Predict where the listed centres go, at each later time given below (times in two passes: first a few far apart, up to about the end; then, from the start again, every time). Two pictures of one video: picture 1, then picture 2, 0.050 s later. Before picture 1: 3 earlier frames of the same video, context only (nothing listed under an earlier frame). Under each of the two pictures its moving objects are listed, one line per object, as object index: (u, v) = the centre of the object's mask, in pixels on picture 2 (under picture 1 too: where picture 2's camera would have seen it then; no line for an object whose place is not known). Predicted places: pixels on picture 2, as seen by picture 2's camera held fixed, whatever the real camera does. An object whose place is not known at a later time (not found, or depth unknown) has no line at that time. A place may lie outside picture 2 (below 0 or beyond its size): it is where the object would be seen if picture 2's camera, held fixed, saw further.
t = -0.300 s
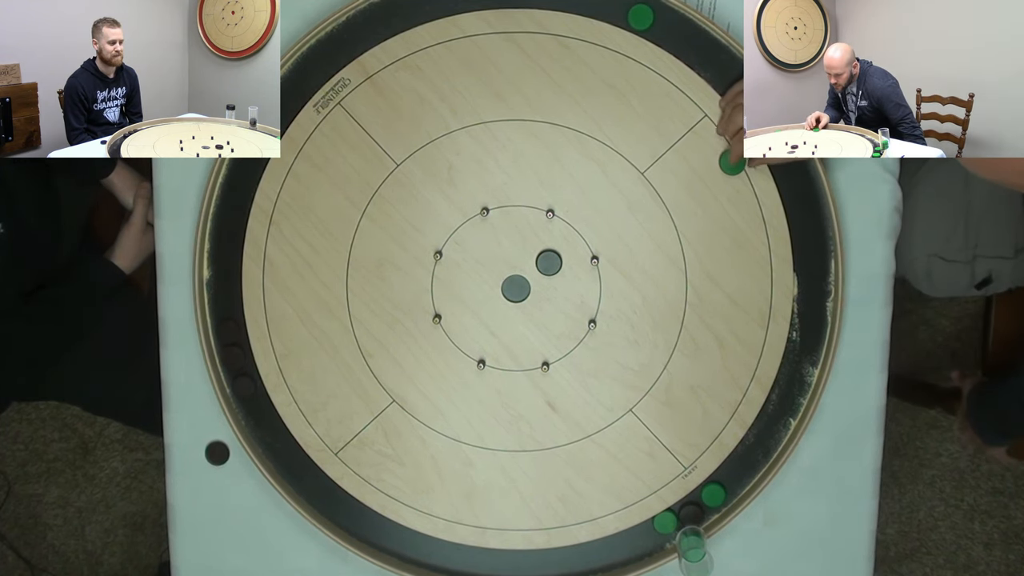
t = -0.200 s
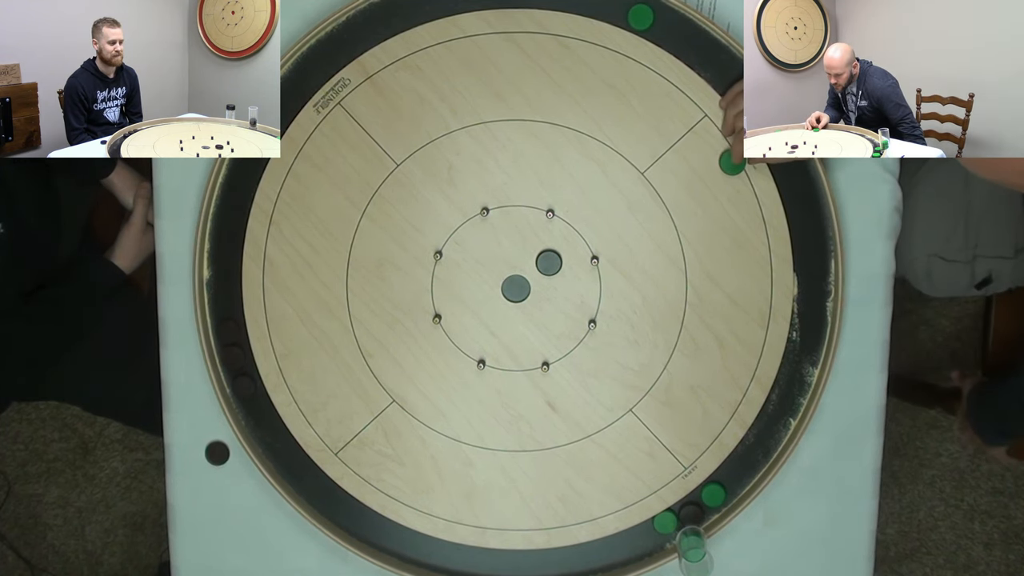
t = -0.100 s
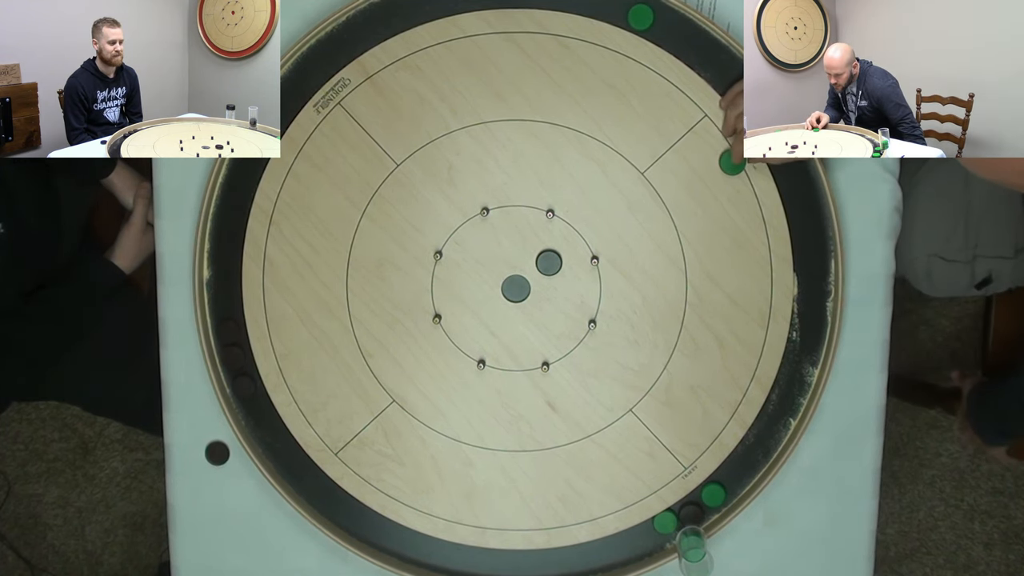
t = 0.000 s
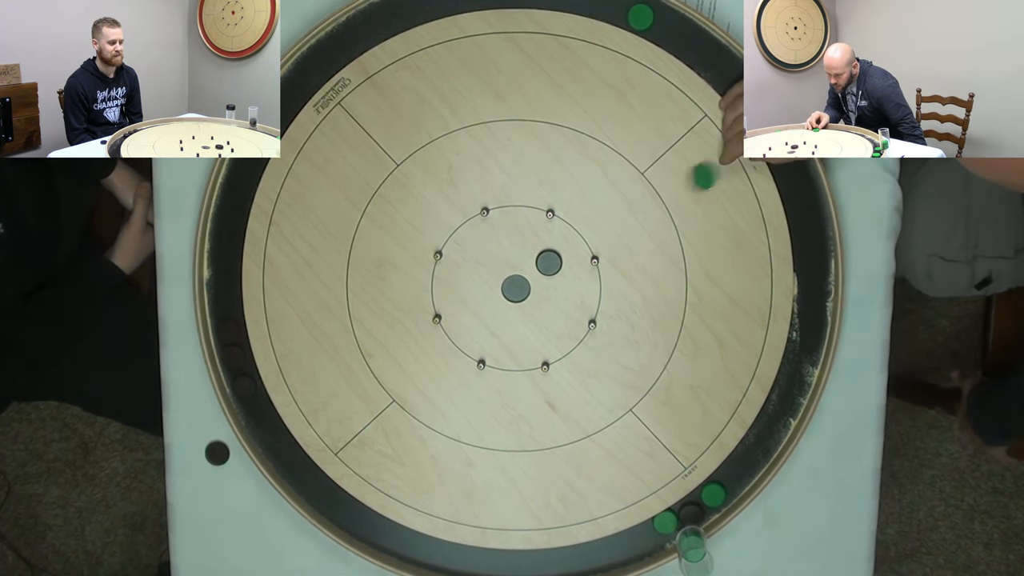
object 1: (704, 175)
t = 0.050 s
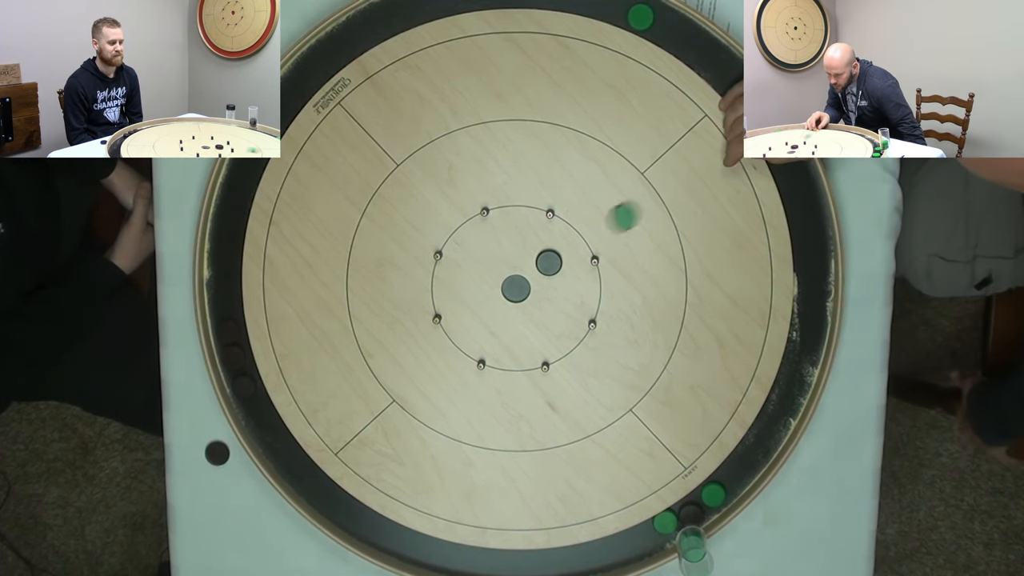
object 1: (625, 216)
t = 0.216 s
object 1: (520, 223)
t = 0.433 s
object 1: (531, 192)
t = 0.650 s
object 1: (514, 154)
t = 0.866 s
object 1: (499, 125)
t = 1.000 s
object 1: (493, 112)
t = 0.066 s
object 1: (598, 230)
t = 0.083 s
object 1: (572, 243)
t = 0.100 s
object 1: (563, 242)
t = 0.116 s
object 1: (556, 239)
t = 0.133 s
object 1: (550, 236)
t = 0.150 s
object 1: (544, 234)
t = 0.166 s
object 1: (538, 231)
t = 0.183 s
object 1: (532, 228)
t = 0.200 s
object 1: (525, 226)
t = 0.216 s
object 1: (520, 223)
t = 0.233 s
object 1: (514, 221)
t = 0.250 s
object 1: (508, 218)
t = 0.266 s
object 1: (503, 216)
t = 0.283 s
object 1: (506, 214)
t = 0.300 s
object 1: (511, 212)
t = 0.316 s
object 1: (517, 210)
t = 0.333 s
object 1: (523, 208)
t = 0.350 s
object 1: (528, 206)
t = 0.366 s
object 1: (533, 204)
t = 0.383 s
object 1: (535, 202)
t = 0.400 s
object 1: (534, 199)
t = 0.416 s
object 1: (532, 195)
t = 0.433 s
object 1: (531, 192)
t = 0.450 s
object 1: (529, 189)
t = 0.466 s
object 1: (528, 186)
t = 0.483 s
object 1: (527, 182)
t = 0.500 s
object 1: (526, 179)
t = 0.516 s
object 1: (524, 176)
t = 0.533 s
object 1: (523, 173)
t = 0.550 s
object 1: (521, 170)
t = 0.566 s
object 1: (520, 167)
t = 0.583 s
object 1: (519, 165)
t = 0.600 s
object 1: (518, 162)
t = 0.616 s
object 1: (516, 159)
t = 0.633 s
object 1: (515, 156)
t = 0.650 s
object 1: (514, 154)
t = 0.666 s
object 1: (512, 151)
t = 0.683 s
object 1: (511, 148)
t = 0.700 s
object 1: (510, 146)
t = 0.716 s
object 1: (509, 143)
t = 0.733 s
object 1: (508, 141)
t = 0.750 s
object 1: (507, 139)
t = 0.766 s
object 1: (505, 136)
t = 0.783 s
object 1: (504, 134)
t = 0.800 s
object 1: (503, 132)
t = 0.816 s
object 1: (502, 130)
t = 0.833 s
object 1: (501, 128)
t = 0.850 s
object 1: (500, 127)
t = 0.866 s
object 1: (499, 125)
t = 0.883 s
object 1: (498, 123)
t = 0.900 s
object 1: (497, 121)
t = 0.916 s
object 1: (496, 119)
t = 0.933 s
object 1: (495, 117)
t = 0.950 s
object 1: (495, 116)
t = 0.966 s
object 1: (494, 114)
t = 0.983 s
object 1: (493, 113)
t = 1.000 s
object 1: (493, 112)
